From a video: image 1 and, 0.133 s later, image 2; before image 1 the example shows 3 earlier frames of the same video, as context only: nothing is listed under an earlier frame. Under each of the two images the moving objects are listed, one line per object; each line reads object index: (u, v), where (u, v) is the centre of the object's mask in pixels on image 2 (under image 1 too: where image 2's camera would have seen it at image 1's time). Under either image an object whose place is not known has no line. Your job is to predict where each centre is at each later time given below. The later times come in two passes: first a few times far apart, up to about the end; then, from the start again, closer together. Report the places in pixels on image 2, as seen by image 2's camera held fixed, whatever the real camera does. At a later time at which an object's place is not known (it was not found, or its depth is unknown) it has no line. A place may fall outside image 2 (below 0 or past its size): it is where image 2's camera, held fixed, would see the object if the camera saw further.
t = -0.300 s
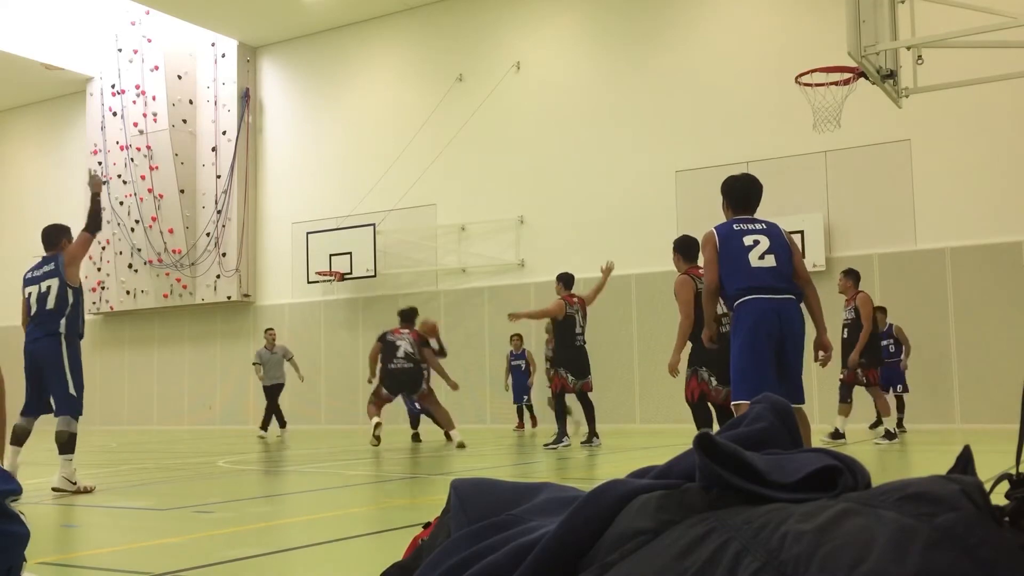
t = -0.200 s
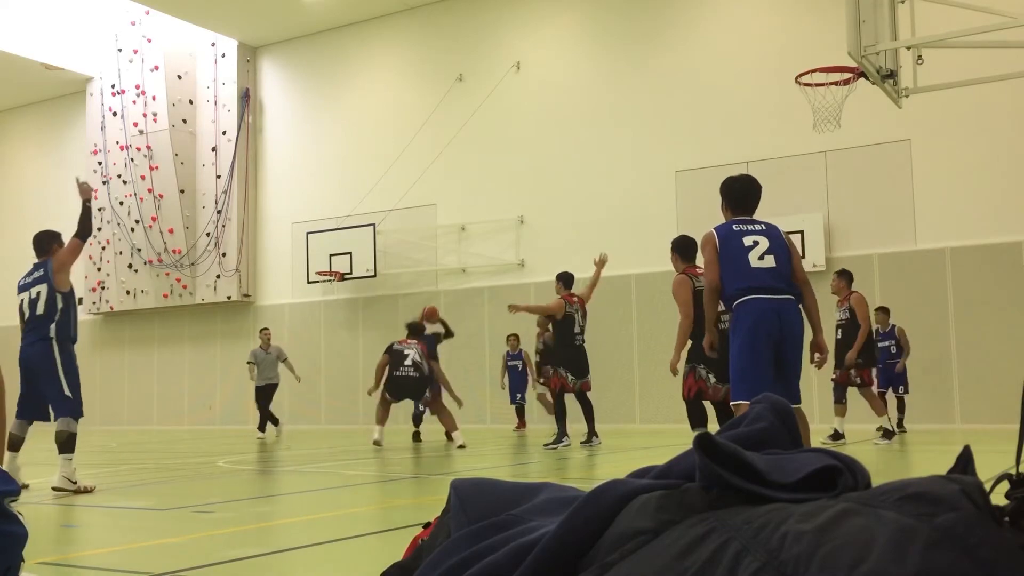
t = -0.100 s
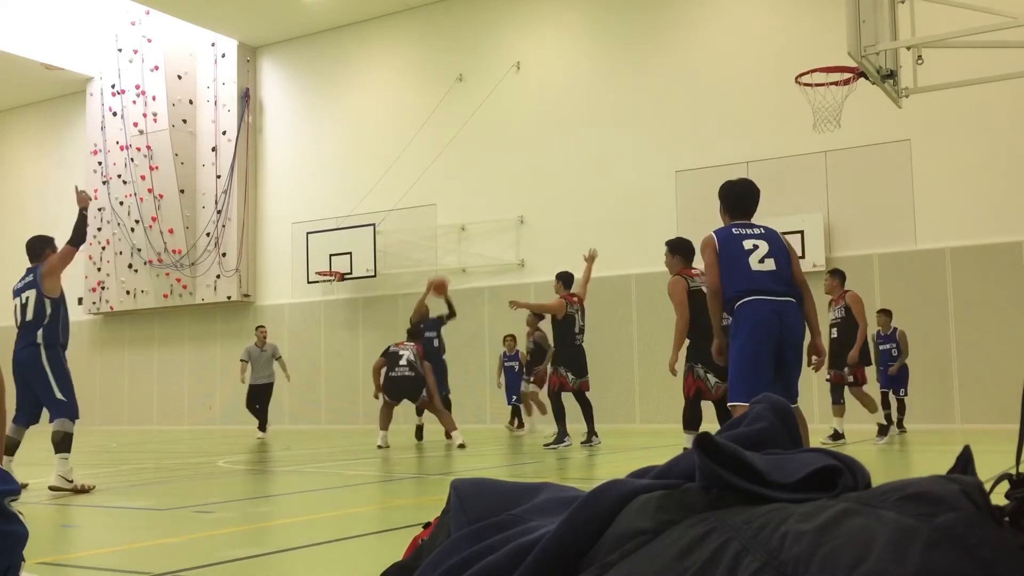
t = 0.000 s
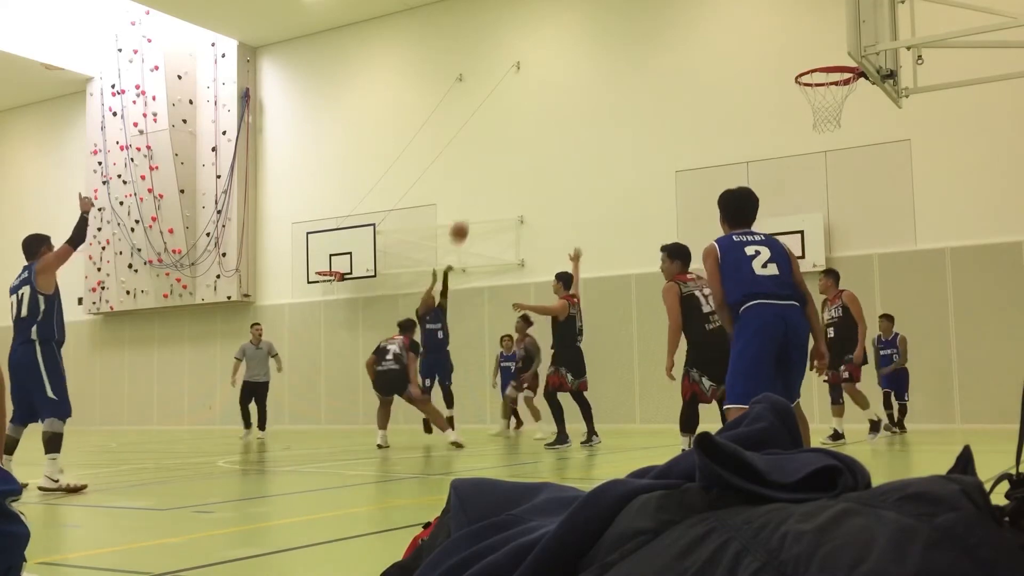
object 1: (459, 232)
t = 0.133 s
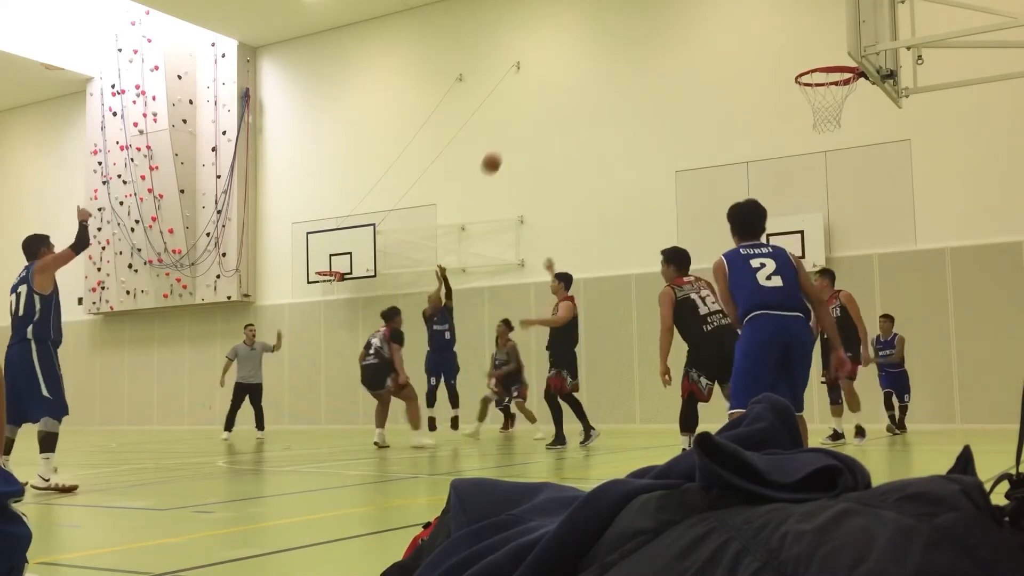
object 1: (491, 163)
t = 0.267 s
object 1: (526, 104)
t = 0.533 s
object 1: (606, 22)
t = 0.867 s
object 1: (727, 5)
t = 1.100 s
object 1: (834, 50)
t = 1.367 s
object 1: (806, 9)
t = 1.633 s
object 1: (737, 23)
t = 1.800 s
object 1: (698, 70)
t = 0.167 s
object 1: (499, 147)
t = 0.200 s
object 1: (508, 133)
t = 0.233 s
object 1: (517, 118)
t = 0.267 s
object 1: (526, 104)
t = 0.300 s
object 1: (535, 92)
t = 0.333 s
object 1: (544, 79)
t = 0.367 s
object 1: (554, 68)
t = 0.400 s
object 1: (564, 57)
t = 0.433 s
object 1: (574, 46)
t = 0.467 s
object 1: (584, 38)
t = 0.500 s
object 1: (594, 29)
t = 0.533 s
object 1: (606, 22)
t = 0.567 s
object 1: (617, 15)
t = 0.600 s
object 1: (628, 10)
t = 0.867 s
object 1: (727, 5)
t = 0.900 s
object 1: (742, 7)
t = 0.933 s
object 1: (757, 9)
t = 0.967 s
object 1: (772, 13)
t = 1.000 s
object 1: (787, 19)
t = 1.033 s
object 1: (803, 29)
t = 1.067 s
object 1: (819, 38)
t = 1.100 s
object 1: (834, 50)
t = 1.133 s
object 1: (848, 64)
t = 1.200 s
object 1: (843, 39)
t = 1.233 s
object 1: (839, 30)
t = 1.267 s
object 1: (833, 22)
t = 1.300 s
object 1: (825, 15)
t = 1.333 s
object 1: (816, 11)
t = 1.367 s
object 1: (806, 9)
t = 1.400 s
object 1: (796, 8)
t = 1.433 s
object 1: (788, 8)
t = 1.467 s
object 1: (779, 8)
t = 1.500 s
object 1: (770, 9)
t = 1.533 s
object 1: (762, 10)
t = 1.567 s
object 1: (754, 12)
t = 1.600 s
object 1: (746, 16)
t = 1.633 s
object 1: (737, 23)
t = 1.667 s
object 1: (729, 30)
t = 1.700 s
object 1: (722, 39)
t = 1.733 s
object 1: (713, 48)
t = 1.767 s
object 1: (706, 59)
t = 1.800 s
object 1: (698, 70)
